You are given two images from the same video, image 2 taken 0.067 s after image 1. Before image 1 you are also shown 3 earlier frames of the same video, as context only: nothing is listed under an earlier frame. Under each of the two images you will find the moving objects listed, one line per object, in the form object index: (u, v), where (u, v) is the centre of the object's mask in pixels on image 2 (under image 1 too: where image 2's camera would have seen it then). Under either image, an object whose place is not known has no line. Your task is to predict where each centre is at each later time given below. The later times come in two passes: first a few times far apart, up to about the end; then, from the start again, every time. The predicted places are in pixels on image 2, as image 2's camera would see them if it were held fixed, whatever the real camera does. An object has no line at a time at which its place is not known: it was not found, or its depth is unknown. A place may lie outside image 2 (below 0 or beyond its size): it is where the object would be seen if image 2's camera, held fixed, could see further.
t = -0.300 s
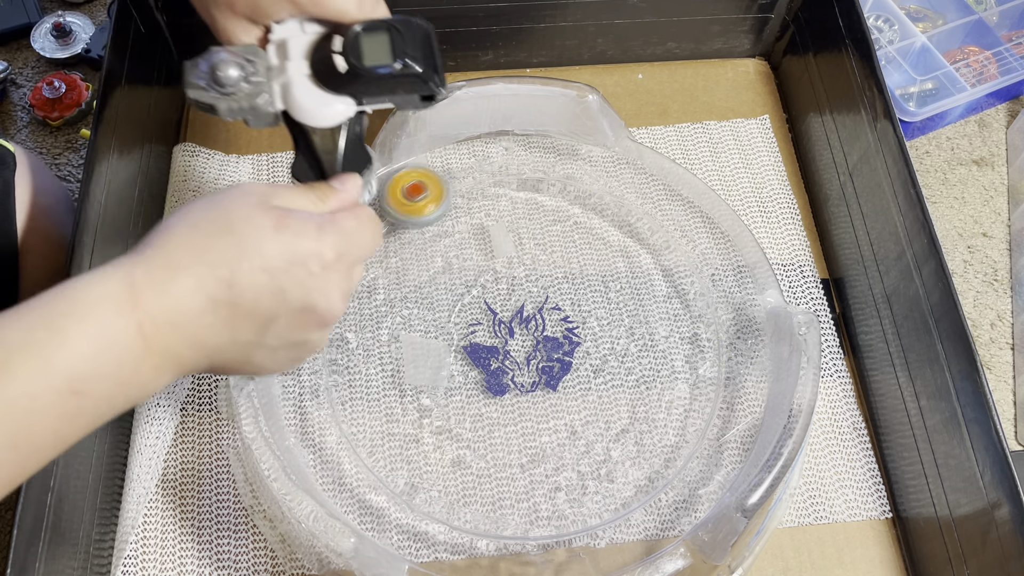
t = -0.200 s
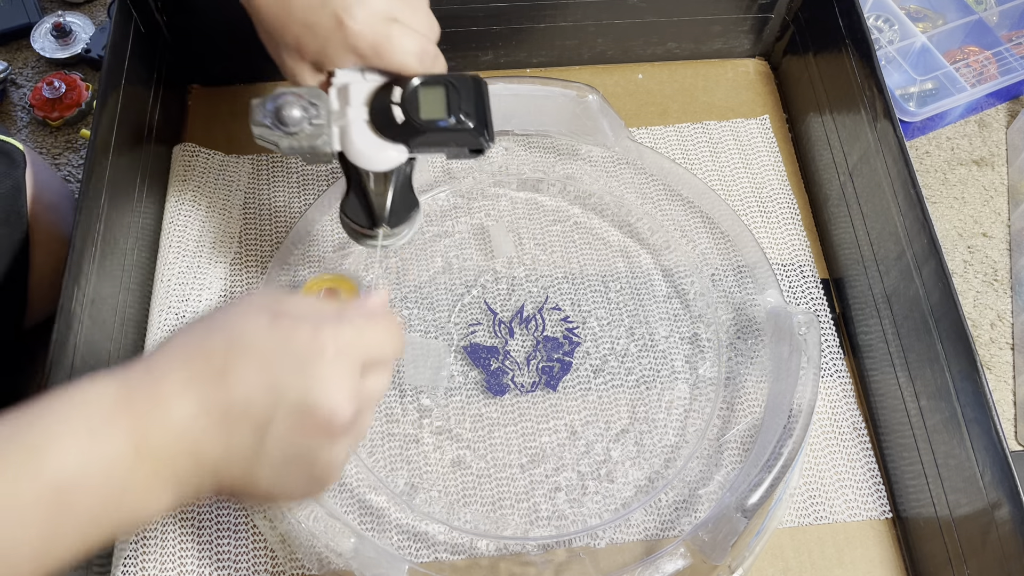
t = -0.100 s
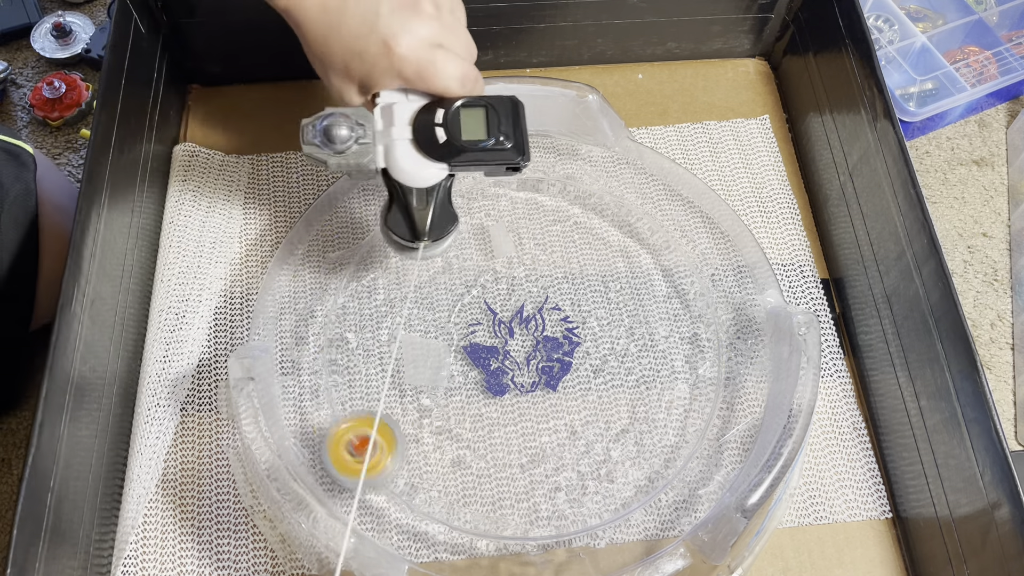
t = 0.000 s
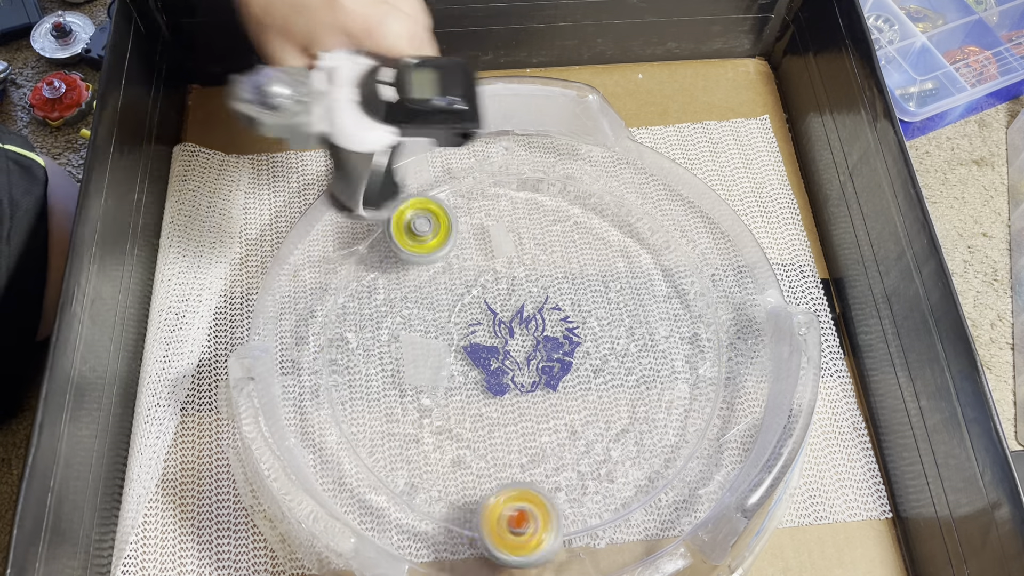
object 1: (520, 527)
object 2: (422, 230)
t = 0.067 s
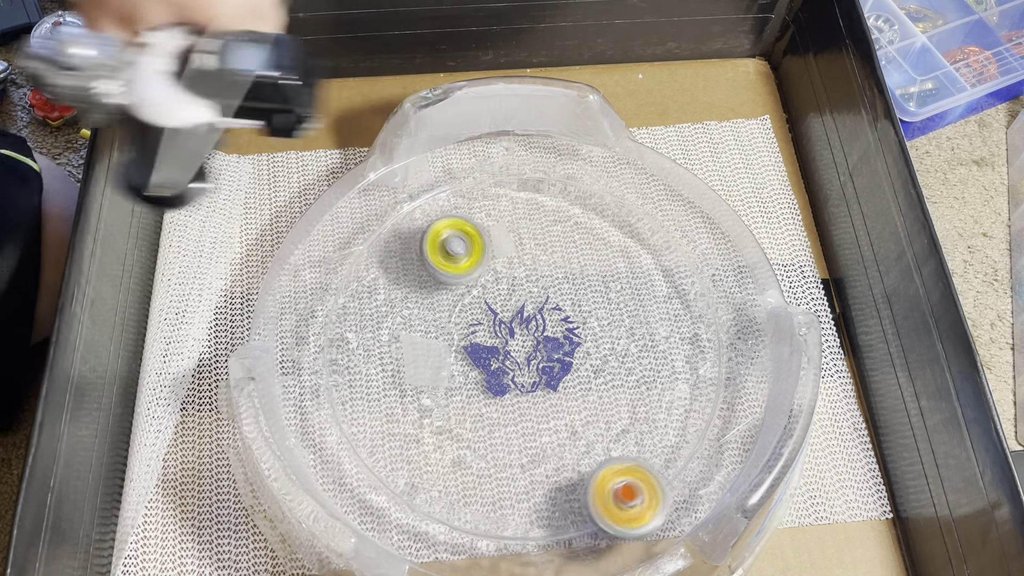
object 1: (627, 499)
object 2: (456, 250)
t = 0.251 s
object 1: (703, 289)
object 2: (583, 292)
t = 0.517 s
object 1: (404, 203)
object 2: (654, 220)
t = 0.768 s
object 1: (445, 509)
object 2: (562, 185)
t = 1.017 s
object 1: (719, 347)
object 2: (490, 257)
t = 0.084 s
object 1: (648, 486)
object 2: (465, 258)
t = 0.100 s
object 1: (668, 469)
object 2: (476, 270)
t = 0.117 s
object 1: (684, 452)
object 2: (486, 274)
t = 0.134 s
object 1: (697, 433)
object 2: (498, 280)
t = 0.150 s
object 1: (707, 413)
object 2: (511, 285)
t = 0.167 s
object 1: (711, 392)
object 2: (522, 287)
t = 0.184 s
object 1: (715, 370)
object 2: (536, 290)
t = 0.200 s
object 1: (716, 350)
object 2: (547, 292)
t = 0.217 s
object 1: (714, 329)
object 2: (560, 293)
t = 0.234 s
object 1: (710, 308)
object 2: (572, 292)
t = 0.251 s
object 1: (703, 289)
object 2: (583, 292)
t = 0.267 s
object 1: (694, 270)
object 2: (594, 291)
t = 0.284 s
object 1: (684, 253)
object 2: (604, 289)
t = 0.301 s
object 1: (672, 236)
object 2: (614, 285)
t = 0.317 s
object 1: (657, 221)
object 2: (621, 283)
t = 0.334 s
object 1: (643, 208)
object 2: (630, 279)
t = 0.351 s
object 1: (626, 197)
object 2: (636, 275)
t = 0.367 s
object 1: (606, 187)
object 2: (642, 271)
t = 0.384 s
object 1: (585, 179)
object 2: (646, 266)
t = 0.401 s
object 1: (563, 173)
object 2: (651, 259)
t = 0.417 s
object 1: (541, 170)
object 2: (654, 254)
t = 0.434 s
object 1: (516, 169)
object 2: (657, 248)
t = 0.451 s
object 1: (493, 171)
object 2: (659, 243)
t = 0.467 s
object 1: (470, 175)
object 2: (660, 237)
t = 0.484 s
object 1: (446, 182)
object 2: (662, 230)
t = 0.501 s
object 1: (425, 191)
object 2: (661, 223)
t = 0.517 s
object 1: (404, 203)
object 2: (654, 220)
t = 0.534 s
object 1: (386, 218)
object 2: (647, 219)
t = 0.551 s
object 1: (369, 235)
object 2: (639, 217)
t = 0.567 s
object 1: (354, 253)
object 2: (634, 214)
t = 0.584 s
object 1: (342, 275)
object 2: (626, 211)
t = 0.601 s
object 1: (334, 298)
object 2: (621, 208)
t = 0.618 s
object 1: (329, 321)
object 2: (614, 206)
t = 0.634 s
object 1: (327, 346)
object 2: (607, 203)
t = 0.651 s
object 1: (328, 370)
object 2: (601, 201)
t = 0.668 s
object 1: (336, 397)
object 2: (595, 199)
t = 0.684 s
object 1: (346, 421)
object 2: (590, 197)
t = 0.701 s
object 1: (359, 442)
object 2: (583, 193)
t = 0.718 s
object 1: (377, 463)
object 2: (578, 191)
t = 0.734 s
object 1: (397, 482)
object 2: (572, 189)
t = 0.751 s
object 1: (420, 498)
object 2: (568, 187)
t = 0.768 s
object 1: (445, 509)
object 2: (562, 185)
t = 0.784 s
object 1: (472, 519)
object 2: (558, 183)
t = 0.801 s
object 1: (501, 523)
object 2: (552, 181)
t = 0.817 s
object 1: (529, 526)
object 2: (548, 178)
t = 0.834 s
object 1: (556, 523)
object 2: (543, 176)
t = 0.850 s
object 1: (584, 517)
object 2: (537, 175)
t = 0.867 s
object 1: (609, 509)
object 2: (531, 176)
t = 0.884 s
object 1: (632, 497)
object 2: (524, 178)
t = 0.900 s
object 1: (652, 482)
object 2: (517, 181)
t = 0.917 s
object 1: (670, 465)
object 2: (512, 187)
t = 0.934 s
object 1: (686, 448)
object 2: (507, 194)
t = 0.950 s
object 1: (699, 429)
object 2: (503, 204)
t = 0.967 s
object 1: (709, 410)
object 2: (499, 215)
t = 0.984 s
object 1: (715, 389)
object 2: (494, 227)
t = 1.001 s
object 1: (718, 368)
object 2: (492, 242)
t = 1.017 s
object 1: (719, 347)
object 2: (490, 257)
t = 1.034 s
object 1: (718, 326)
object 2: (490, 273)
